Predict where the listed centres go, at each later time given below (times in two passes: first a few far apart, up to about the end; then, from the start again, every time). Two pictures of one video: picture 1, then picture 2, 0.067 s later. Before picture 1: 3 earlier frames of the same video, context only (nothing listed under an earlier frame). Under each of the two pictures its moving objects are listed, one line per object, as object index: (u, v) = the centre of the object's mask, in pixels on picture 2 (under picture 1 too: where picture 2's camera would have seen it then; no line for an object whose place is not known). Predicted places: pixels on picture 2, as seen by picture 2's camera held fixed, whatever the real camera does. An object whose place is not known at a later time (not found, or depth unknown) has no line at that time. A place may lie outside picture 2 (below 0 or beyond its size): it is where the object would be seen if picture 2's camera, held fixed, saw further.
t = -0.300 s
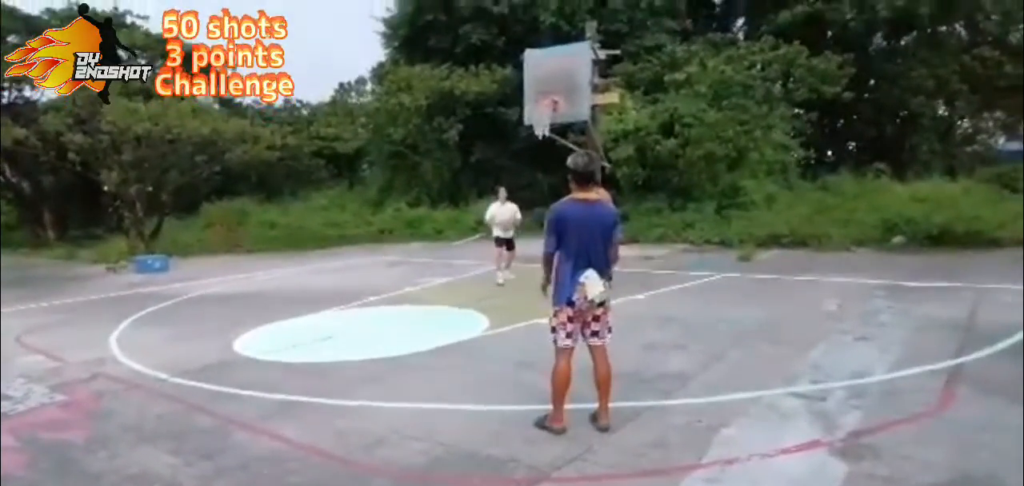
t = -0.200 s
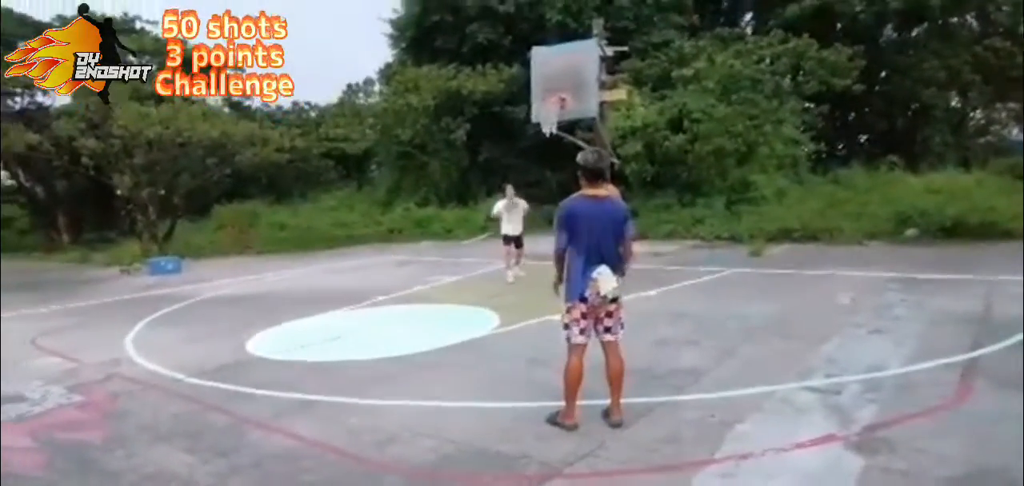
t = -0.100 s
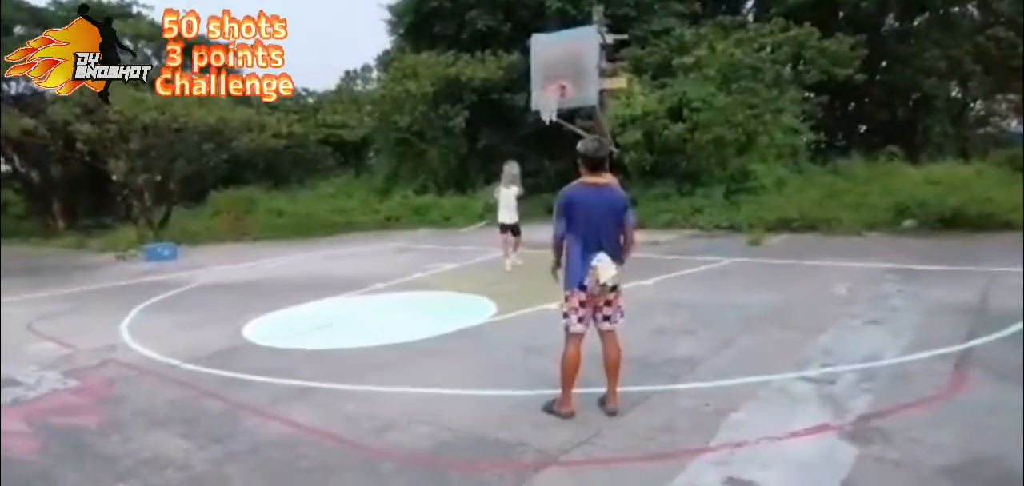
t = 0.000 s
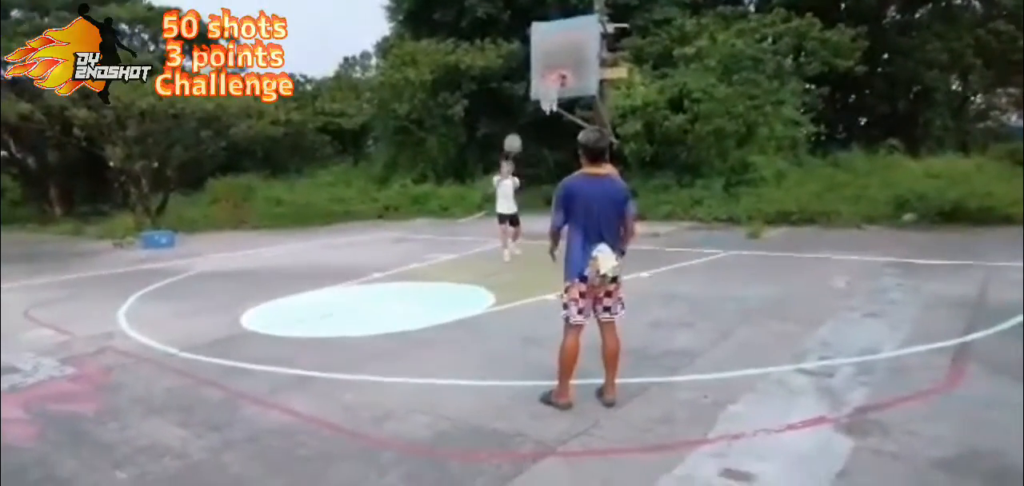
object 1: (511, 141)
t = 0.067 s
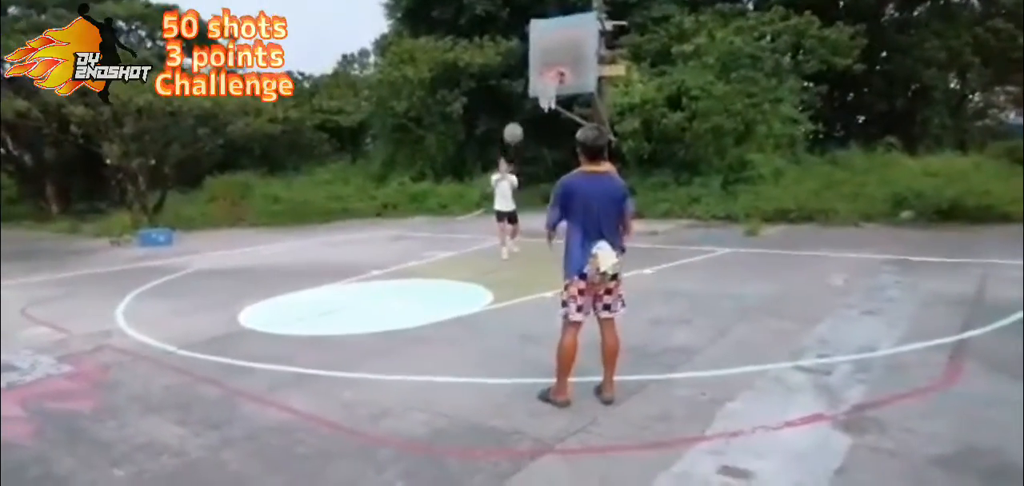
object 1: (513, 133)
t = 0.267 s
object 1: (521, 128)
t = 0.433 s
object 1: (532, 158)
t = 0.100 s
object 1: (514, 130)
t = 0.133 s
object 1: (515, 128)
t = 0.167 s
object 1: (517, 127)
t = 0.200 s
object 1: (518, 126)
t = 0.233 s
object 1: (519, 126)
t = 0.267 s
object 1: (521, 128)
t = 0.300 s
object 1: (523, 130)
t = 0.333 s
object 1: (525, 135)
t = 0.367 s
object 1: (527, 141)
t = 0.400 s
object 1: (530, 148)
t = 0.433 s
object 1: (532, 158)
